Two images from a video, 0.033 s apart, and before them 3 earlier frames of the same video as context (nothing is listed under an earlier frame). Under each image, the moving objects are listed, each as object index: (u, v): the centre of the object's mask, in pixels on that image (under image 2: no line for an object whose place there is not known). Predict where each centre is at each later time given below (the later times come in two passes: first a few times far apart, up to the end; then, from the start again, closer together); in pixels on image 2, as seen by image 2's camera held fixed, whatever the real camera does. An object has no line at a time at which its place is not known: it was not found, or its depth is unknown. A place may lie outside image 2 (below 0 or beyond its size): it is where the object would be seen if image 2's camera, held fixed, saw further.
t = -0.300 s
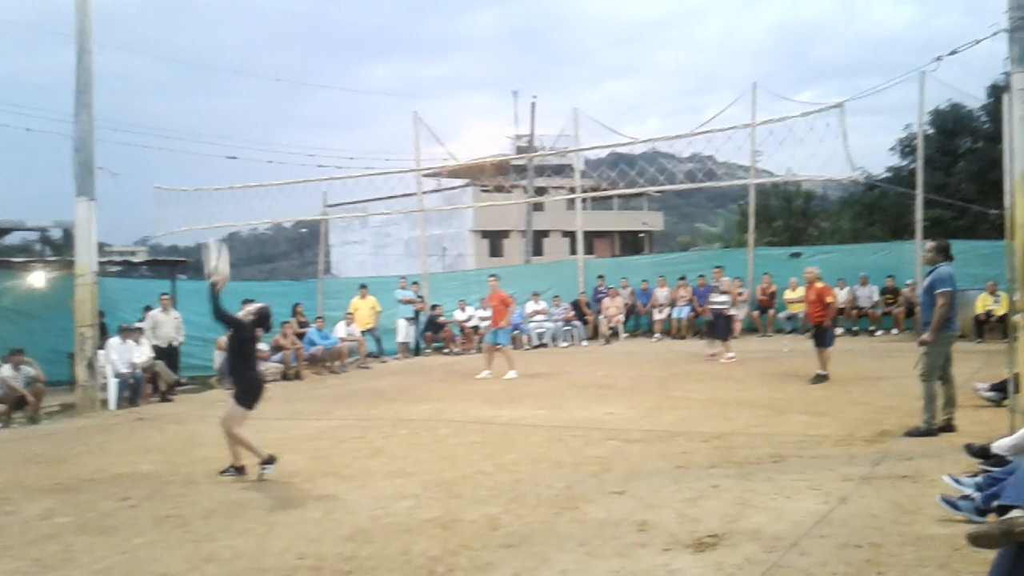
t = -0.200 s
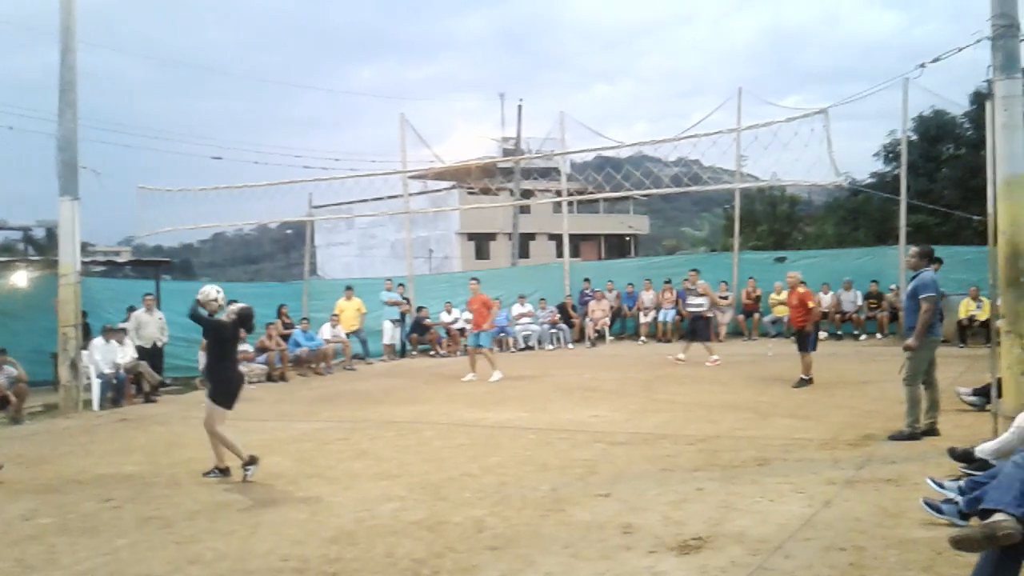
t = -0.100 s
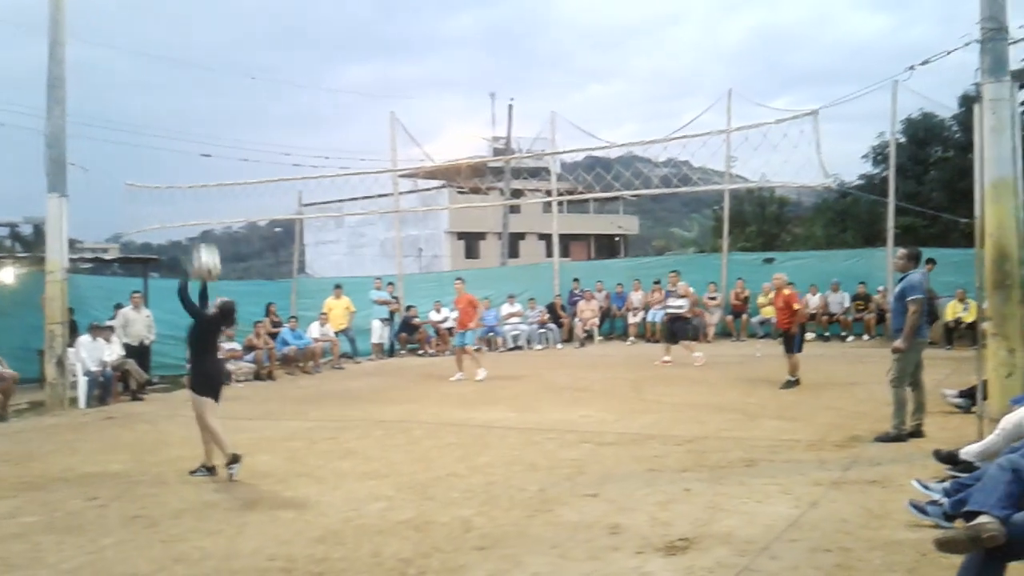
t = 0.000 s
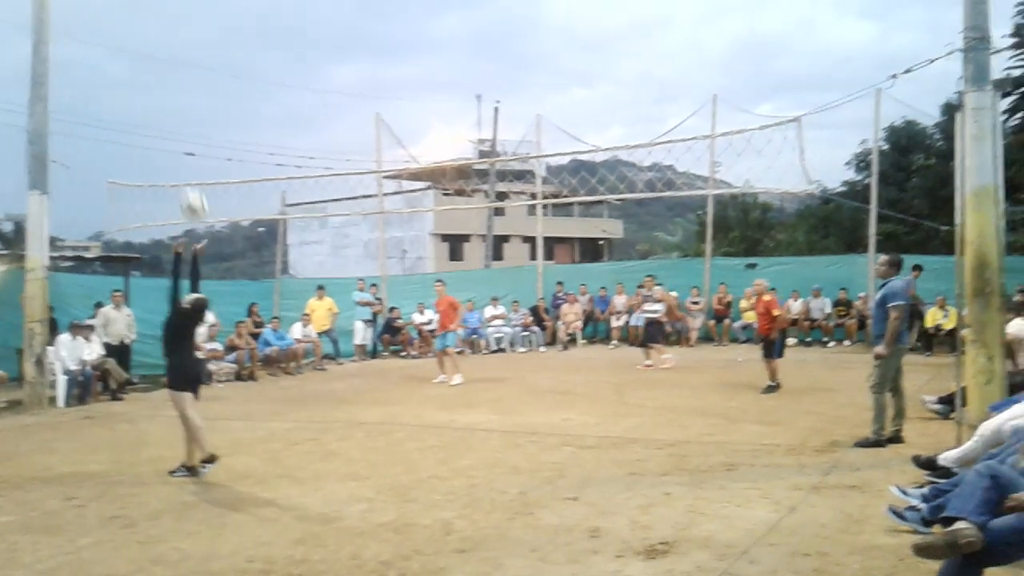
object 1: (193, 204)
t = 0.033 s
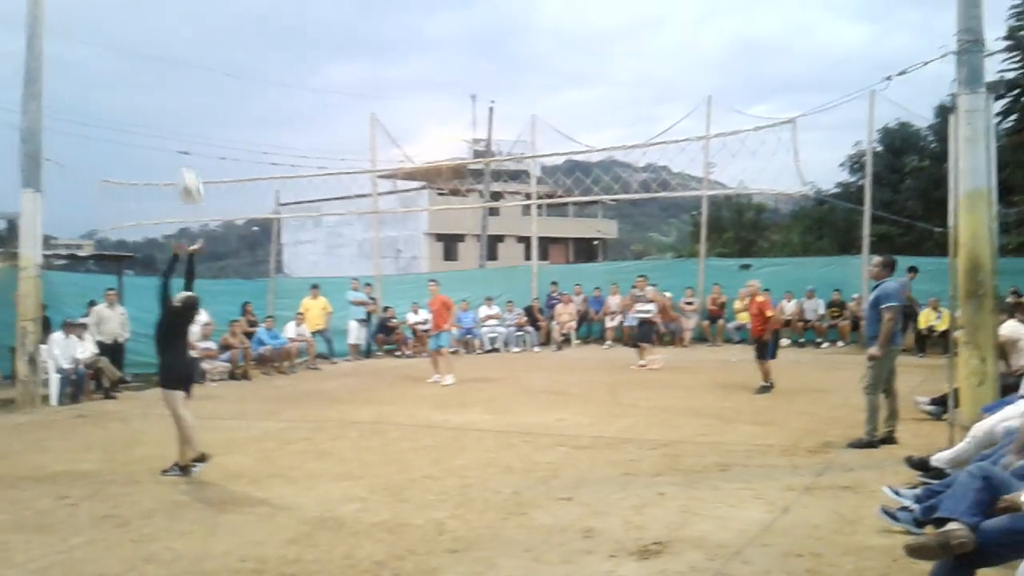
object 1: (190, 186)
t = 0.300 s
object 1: (200, 96)
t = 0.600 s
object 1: (213, 89)
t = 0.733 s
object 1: (218, 116)
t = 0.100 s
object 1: (191, 155)
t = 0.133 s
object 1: (192, 142)
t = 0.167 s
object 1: (193, 130)
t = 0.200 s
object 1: (195, 120)
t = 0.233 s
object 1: (197, 110)
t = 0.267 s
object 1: (198, 102)
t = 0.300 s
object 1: (200, 96)
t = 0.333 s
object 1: (201, 91)
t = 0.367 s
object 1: (202, 86)
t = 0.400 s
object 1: (204, 84)
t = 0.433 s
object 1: (205, 82)
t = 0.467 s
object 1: (206, 81)
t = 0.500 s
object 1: (207, 81)
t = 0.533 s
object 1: (209, 83)
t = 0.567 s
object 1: (211, 85)
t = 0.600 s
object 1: (213, 89)
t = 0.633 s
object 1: (214, 94)
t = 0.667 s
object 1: (215, 100)
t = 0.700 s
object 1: (217, 108)
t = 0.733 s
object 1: (218, 116)
